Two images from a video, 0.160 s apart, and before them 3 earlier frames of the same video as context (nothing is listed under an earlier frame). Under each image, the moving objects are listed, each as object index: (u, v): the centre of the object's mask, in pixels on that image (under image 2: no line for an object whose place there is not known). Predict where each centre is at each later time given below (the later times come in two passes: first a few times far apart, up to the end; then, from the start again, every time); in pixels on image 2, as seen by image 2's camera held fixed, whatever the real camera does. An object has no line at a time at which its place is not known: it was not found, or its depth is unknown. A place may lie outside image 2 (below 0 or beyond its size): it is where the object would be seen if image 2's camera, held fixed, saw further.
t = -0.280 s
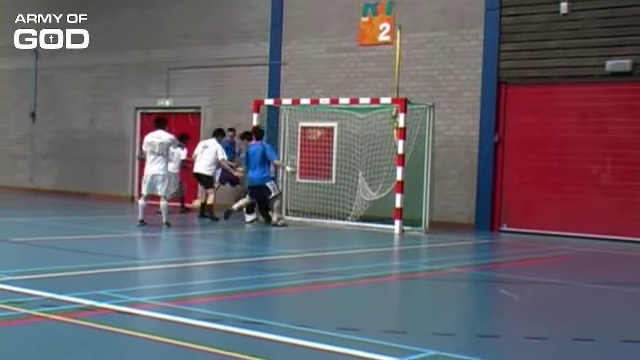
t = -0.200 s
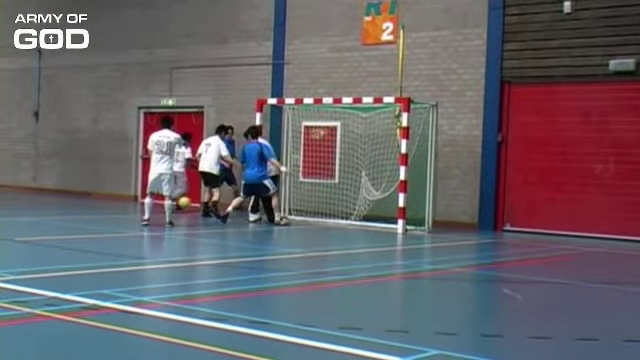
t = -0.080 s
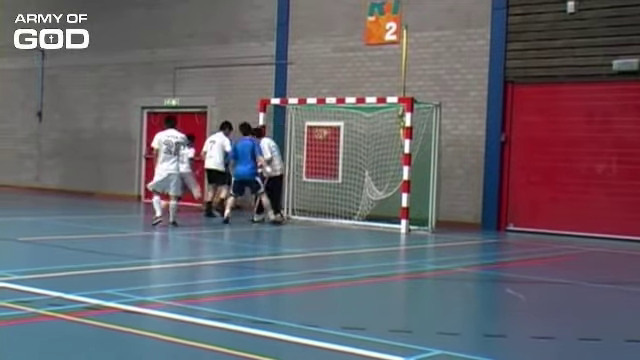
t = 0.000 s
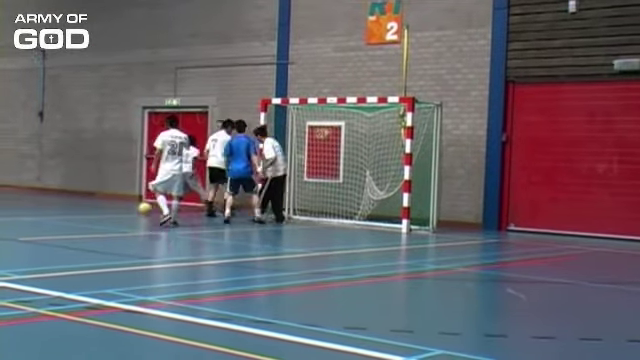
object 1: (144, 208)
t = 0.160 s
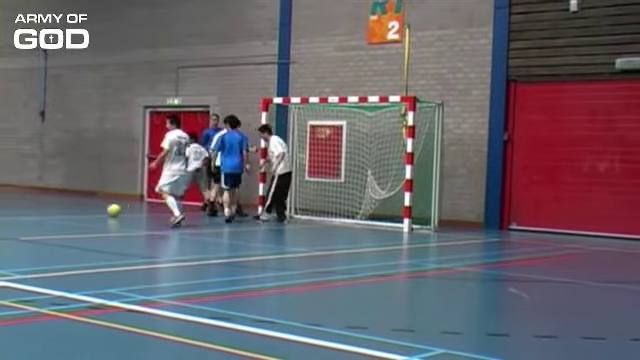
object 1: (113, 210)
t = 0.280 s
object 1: (91, 211)
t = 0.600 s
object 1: (38, 213)
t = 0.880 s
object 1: (-15, 215)
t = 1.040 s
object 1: (-47, 215)
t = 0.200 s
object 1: (106, 210)
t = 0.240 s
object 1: (99, 210)
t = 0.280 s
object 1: (91, 211)
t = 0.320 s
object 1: (85, 211)
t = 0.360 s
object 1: (78, 211)
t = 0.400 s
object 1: (72, 211)
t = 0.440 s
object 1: (65, 212)
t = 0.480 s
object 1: (58, 212)
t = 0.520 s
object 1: (51, 212)
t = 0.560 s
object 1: (44, 212)
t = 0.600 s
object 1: (38, 213)
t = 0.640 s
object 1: (30, 213)
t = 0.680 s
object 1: (23, 213)
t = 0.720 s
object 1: (16, 213)
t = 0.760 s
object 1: (8, 214)
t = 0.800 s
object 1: (1, 214)
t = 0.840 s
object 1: (-7, 214)
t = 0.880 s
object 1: (-15, 215)
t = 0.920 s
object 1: (-23, 215)
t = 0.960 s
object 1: (-30, 215)
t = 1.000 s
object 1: (-38, 215)
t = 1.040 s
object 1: (-47, 215)
